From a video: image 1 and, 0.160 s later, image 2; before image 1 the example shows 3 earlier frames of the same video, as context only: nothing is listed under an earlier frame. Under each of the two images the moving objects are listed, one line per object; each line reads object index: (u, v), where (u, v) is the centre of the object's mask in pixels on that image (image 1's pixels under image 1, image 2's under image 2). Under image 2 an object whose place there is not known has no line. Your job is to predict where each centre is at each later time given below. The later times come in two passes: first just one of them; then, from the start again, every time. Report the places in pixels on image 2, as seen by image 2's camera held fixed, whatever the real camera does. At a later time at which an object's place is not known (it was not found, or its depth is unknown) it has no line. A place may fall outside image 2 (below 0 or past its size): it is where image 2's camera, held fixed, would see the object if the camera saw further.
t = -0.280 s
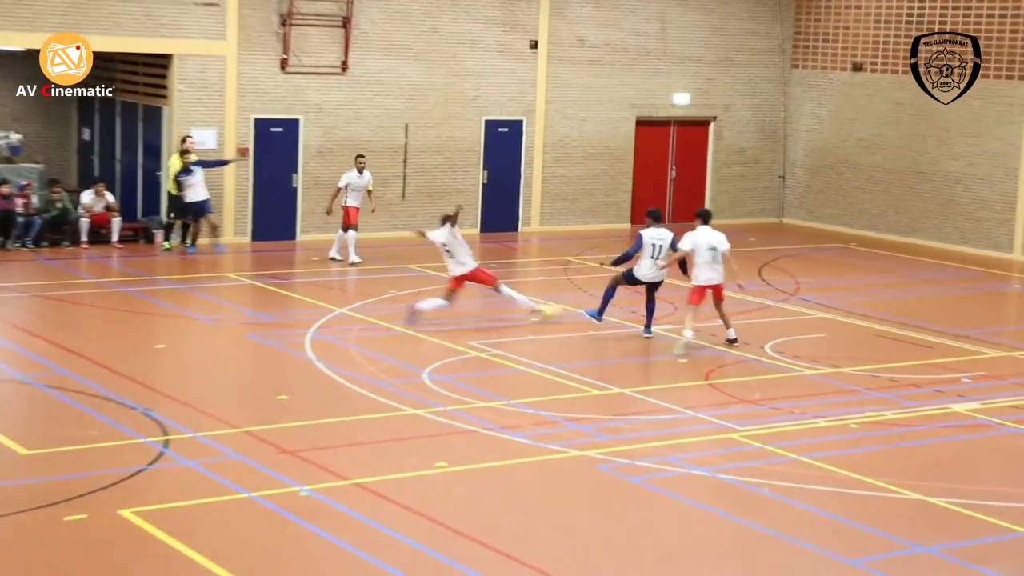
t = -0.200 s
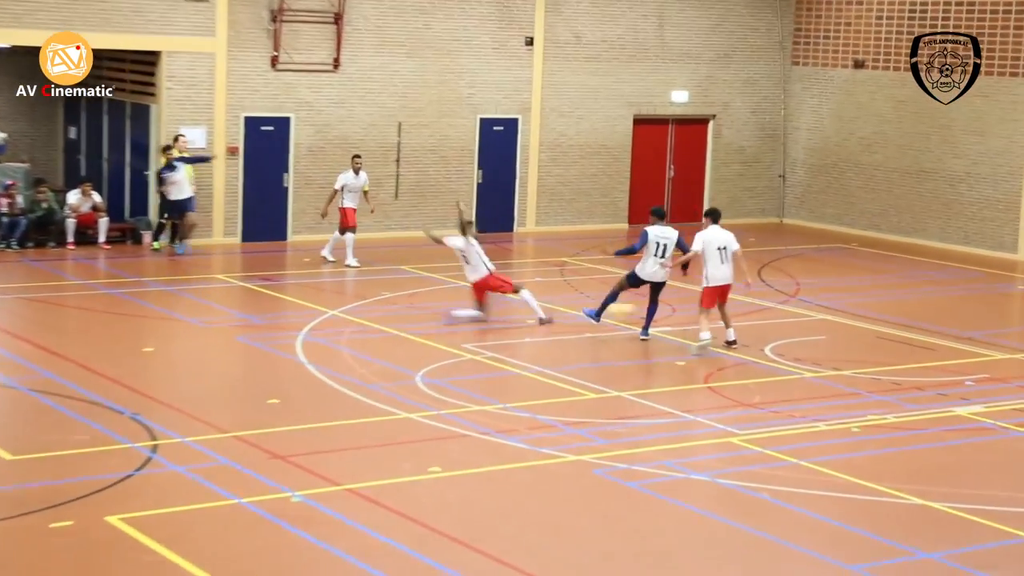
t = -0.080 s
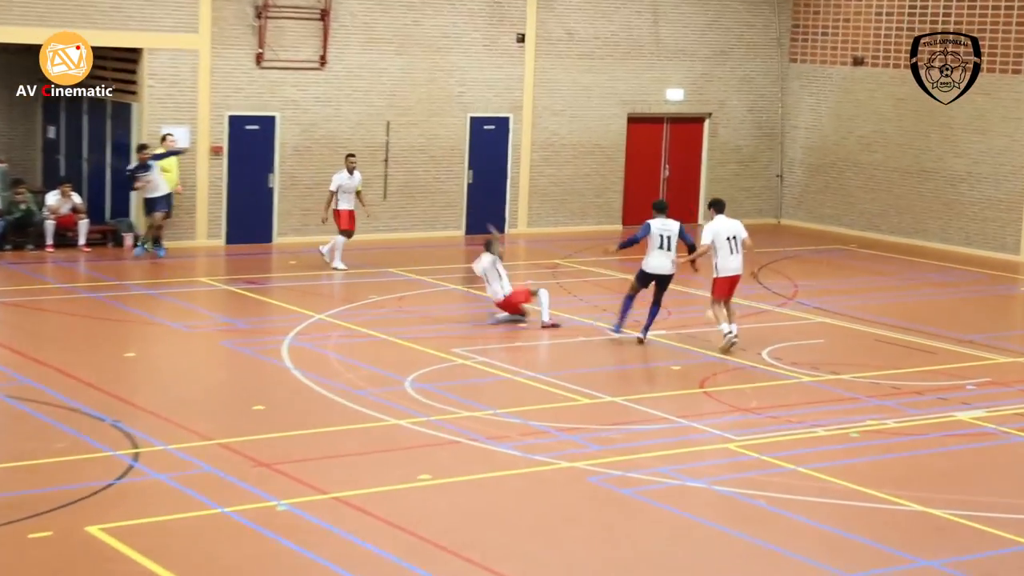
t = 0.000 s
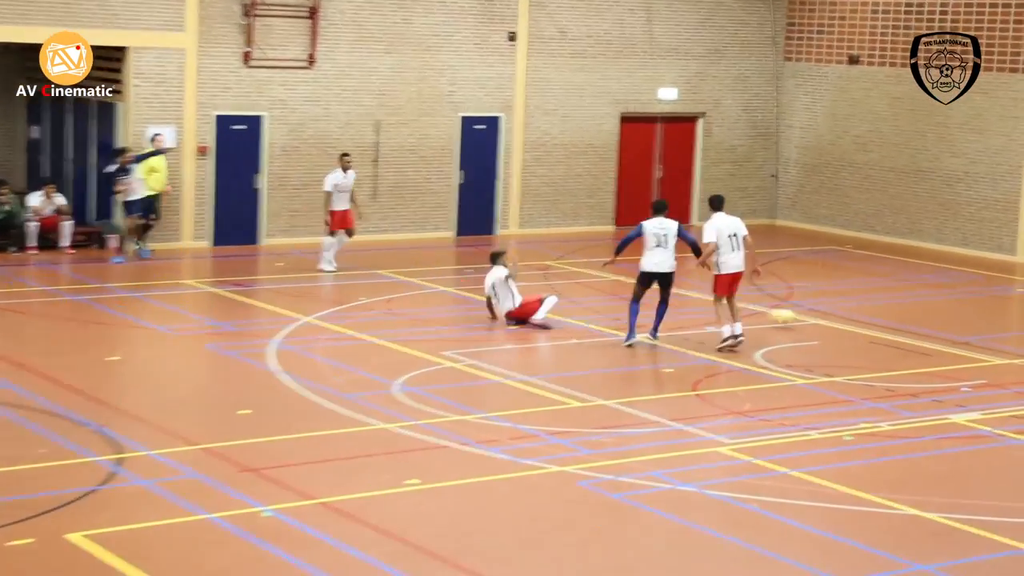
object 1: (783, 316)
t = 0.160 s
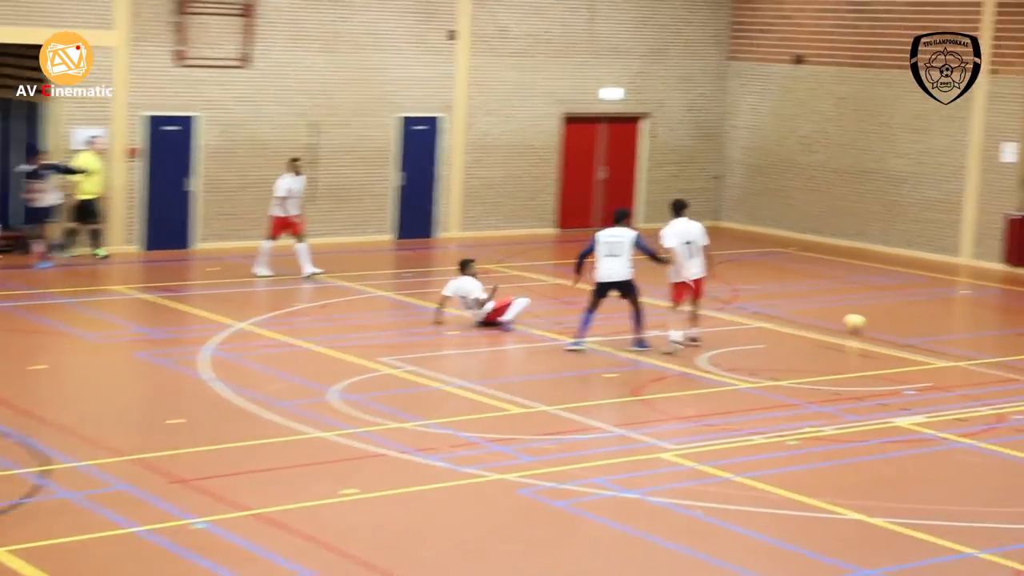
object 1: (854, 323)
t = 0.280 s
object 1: (942, 325)
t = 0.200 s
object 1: (884, 324)
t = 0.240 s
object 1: (914, 325)
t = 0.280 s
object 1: (942, 325)
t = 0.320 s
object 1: (971, 325)
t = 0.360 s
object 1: (1001, 327)
